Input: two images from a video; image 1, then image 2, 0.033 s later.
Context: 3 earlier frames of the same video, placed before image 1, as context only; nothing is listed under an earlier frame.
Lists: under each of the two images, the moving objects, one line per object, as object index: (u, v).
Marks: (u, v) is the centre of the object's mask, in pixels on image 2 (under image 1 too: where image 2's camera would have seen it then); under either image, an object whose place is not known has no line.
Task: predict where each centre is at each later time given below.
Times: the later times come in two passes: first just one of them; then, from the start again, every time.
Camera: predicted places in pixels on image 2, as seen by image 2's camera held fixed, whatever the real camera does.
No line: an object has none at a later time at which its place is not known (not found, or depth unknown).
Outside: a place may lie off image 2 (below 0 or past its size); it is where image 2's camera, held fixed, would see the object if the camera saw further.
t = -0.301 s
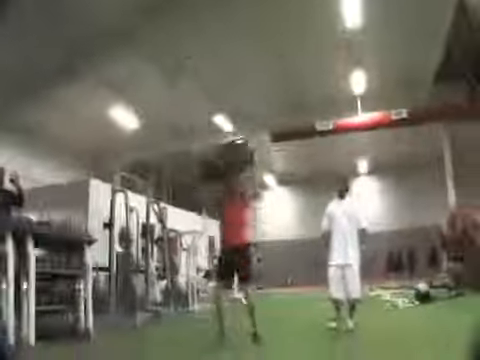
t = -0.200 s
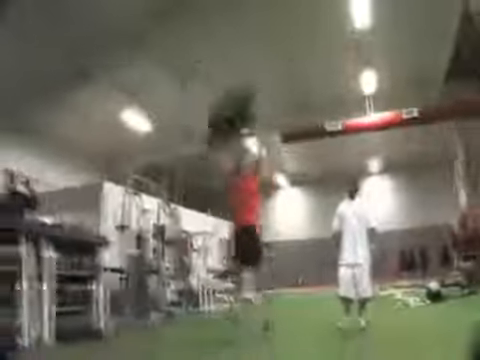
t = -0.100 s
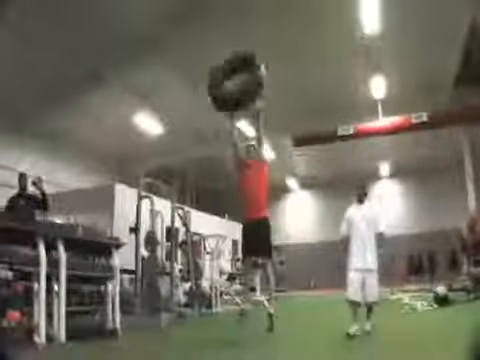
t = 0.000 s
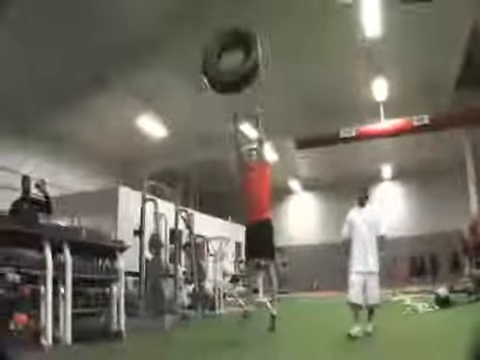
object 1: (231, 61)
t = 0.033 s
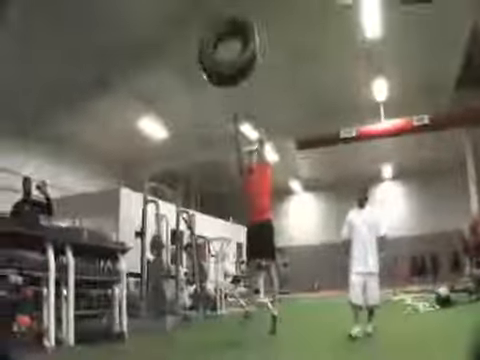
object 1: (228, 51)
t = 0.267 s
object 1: (210, 23)
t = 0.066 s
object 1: (225, 43)
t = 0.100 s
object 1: (223, 39)
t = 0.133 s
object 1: (220, 33)
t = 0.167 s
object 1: (217, 30)
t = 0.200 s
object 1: (214, 26)
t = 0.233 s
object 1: (212, 23)
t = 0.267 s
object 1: (210, 23)
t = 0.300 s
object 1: (210, 23)
